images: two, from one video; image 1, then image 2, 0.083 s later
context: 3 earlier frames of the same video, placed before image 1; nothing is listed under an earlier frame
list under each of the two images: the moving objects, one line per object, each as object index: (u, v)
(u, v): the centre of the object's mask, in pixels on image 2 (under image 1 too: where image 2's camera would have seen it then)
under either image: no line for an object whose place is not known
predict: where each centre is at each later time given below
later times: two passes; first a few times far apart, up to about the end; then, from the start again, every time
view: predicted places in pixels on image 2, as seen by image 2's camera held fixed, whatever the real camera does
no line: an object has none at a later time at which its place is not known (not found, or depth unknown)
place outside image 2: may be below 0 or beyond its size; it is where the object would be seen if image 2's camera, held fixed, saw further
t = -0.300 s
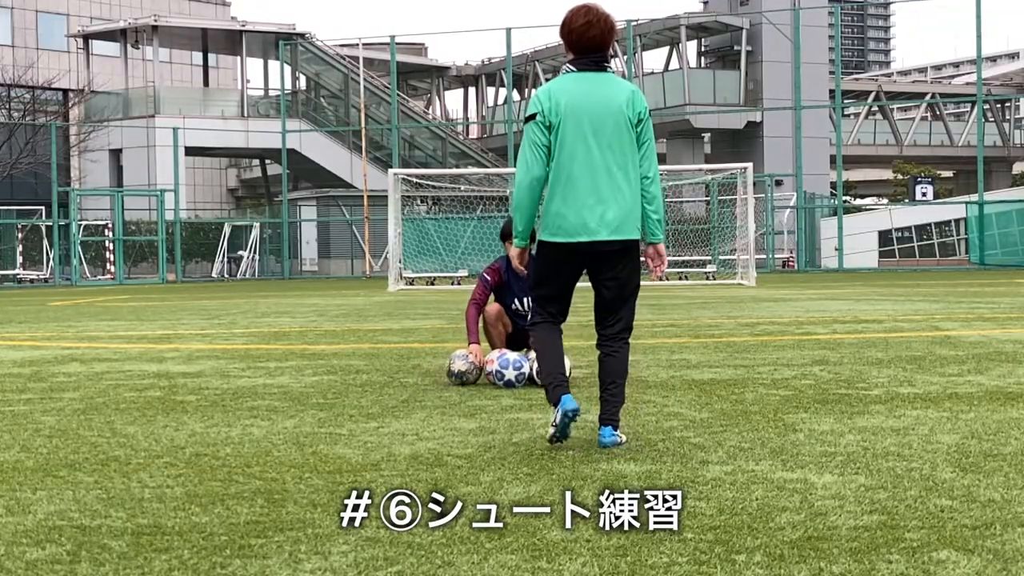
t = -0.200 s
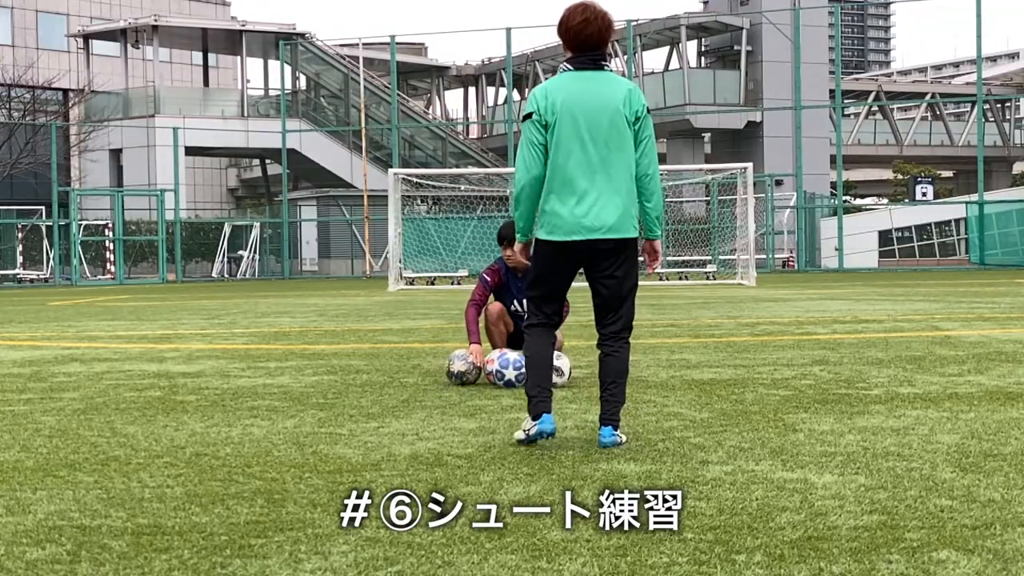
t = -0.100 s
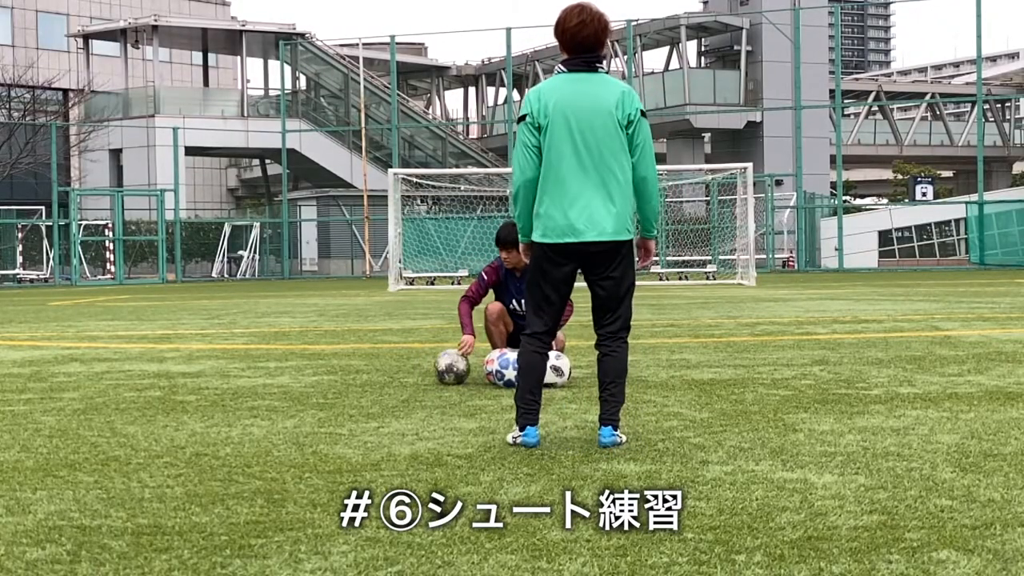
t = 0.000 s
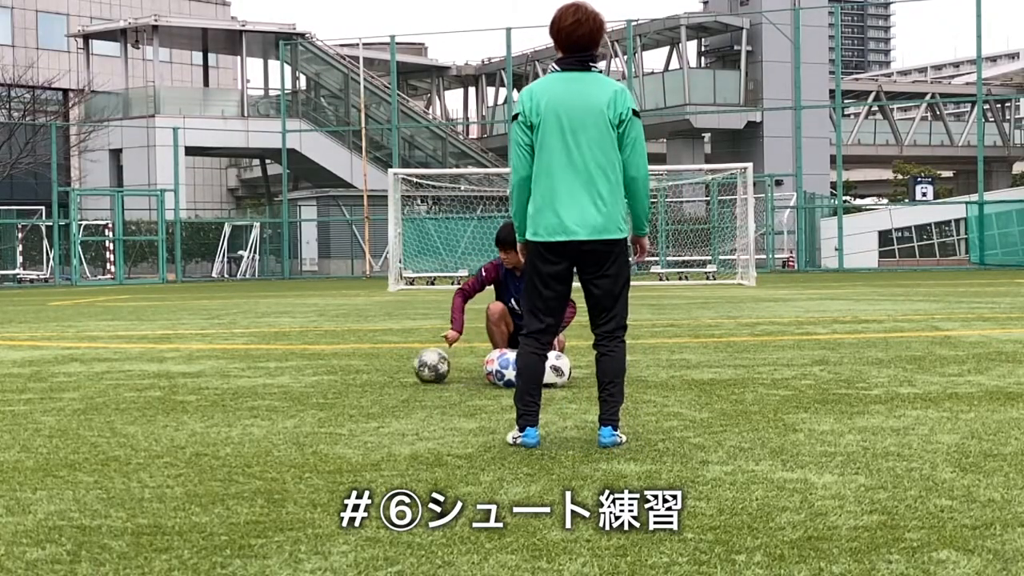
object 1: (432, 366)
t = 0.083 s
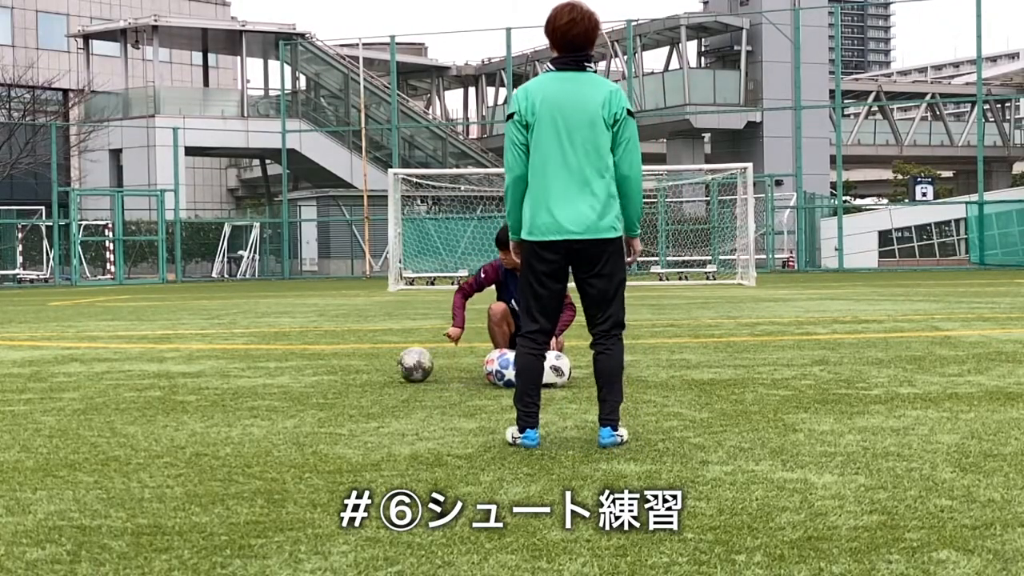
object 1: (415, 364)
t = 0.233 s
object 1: (388, 363)
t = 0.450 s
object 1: (352, 361)
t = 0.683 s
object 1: (316, 359)
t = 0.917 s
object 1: (284, 358)
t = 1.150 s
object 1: (257, 357)
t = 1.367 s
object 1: (234, 356)
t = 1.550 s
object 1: (217, 355)
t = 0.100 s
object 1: (412, 364)
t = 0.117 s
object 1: (409, 364)
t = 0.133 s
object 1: (405, 365)
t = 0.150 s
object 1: (402, 364)
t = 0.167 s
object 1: (399, 364)
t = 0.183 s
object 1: (396, 363)
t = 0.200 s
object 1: (393, 363)
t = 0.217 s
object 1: (391, 363)
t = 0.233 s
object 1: (388, 363)
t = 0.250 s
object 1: (385, 363)
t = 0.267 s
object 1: (382, 363)
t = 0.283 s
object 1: (379, 363)
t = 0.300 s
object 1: (376, 362)
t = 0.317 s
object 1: (373, 362)
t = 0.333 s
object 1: (371, 362)
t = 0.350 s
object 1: (368, 362)
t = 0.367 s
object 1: (365, 362)
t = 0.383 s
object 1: (362, 361)
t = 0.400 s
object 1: (359, 361)
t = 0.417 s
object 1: (357, 361)
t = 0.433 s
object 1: (355, 361)
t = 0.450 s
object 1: (352, 361)
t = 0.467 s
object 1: (349, 361)
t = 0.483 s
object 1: (347, 361)
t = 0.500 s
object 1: (344, 361)
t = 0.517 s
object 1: (341, 361)
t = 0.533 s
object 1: (338, 361)
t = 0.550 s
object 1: (336, 360)
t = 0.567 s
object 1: (333, 360)
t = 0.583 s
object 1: (331, 360)
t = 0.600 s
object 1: (328, 360)
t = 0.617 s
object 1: (326, 360)
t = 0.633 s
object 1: (323, 359)
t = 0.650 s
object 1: (321, 359)
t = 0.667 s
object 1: (318, 359)
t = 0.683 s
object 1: (316, 359)
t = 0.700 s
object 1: (314, 359)
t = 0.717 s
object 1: (311, 360)
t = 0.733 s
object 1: (309, 360)
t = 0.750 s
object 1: (306, 359)
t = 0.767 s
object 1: (304, 359)
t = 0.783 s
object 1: (302, 359)
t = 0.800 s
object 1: (300, 359)
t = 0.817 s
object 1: (297, 358)
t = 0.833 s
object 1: (295, 358)
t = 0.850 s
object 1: (293, 358)
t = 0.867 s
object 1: (291, 358)
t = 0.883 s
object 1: (289, 358)
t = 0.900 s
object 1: (286, 358)
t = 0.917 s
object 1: (284, 358)
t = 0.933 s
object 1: (282, 358)
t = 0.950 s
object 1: (281, 357)
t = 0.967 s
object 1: (279, 357)
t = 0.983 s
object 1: (277, 357)
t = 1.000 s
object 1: (275, 357)
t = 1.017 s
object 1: (273, 357)
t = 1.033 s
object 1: (271, 357)
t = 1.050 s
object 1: (268, 357)
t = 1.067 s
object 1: (266, 357)
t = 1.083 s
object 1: (265, 357)
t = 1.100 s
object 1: (263, 357)
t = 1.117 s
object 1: (261, 357)
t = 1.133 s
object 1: (259, 357)
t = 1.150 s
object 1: (257, 357)
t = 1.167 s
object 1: (255, 357)
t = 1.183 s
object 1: (254, 357)
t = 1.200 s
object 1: (252, 357)
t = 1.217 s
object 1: (250, 357)
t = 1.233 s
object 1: (248, 356)
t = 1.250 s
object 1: (246, 356)
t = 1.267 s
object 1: (244, 356)
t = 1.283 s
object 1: (242, 356)
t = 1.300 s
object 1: (241, 356)
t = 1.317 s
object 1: (239, 356)
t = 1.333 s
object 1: (237, 356)
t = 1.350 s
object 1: (236, 356)
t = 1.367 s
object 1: (234, 356)
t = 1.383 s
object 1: (232, 356)
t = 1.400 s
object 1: (231, 356)
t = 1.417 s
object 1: (229, 356)
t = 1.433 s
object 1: (227, 356)
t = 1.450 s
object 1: (226, 356)
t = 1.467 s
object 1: (224, 356)
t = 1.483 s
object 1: (223, 356)
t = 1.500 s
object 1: (221, 356)
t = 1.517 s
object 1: (220, 356)
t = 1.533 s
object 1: (218, 355)
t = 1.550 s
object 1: (217, 355)
